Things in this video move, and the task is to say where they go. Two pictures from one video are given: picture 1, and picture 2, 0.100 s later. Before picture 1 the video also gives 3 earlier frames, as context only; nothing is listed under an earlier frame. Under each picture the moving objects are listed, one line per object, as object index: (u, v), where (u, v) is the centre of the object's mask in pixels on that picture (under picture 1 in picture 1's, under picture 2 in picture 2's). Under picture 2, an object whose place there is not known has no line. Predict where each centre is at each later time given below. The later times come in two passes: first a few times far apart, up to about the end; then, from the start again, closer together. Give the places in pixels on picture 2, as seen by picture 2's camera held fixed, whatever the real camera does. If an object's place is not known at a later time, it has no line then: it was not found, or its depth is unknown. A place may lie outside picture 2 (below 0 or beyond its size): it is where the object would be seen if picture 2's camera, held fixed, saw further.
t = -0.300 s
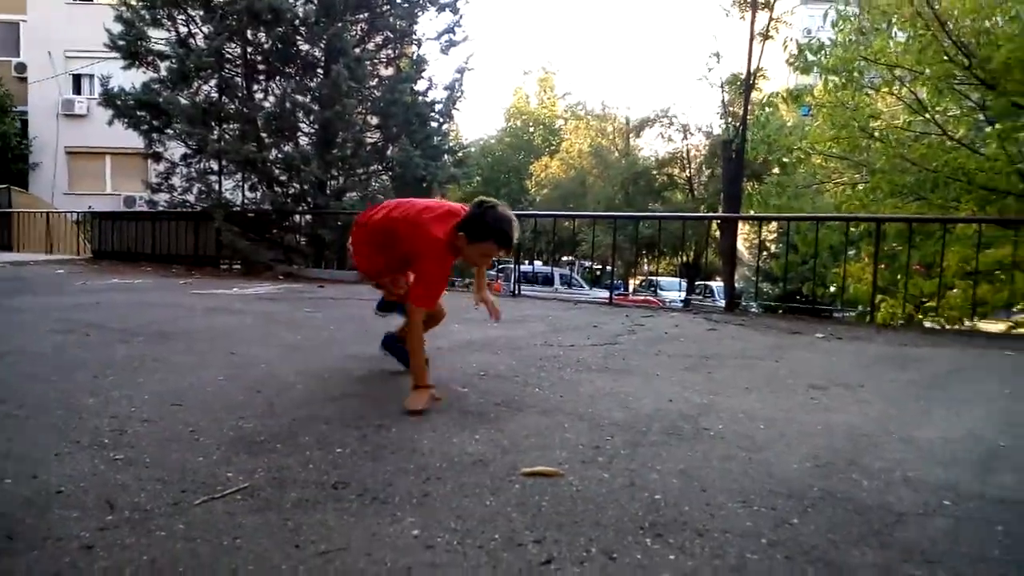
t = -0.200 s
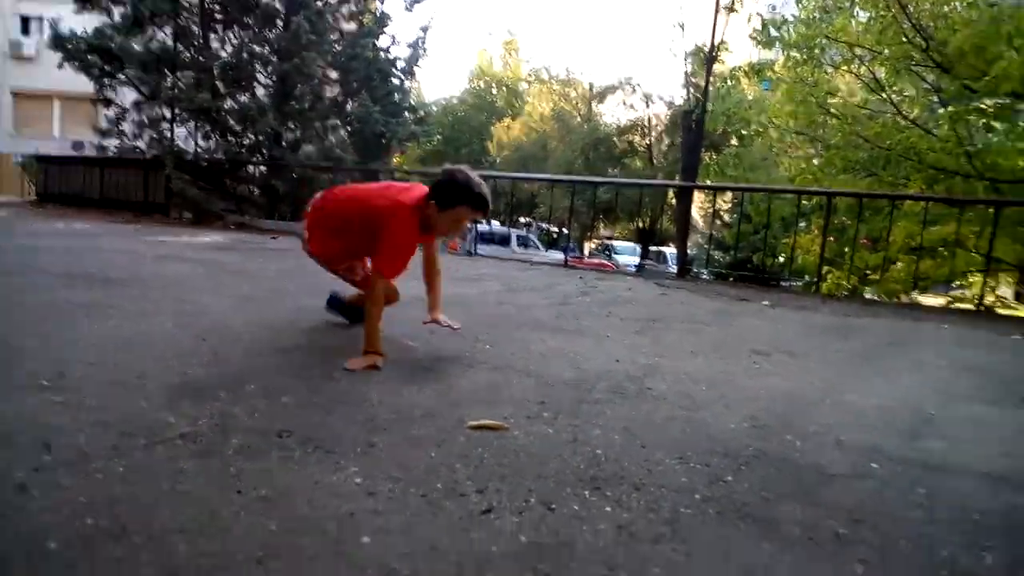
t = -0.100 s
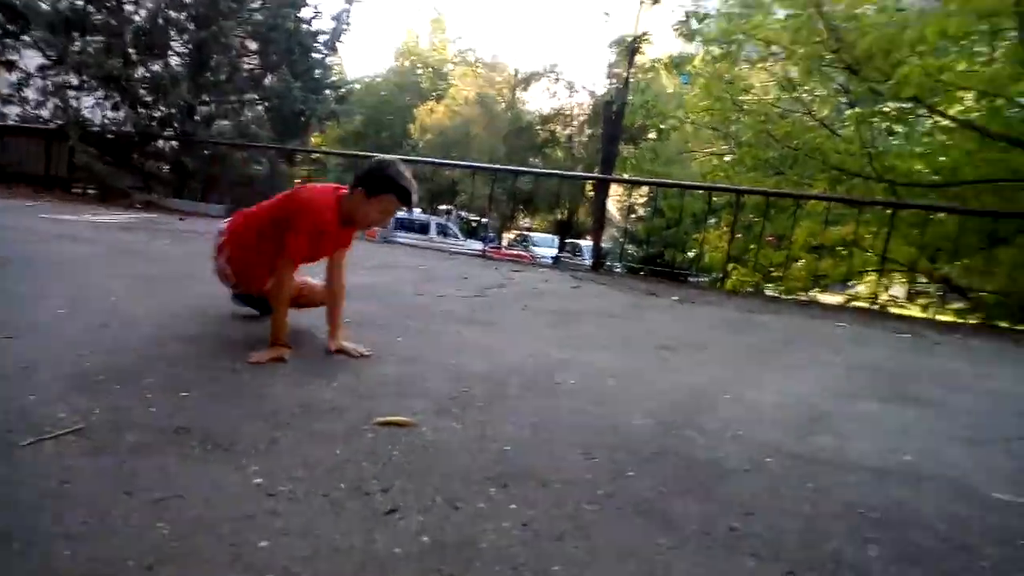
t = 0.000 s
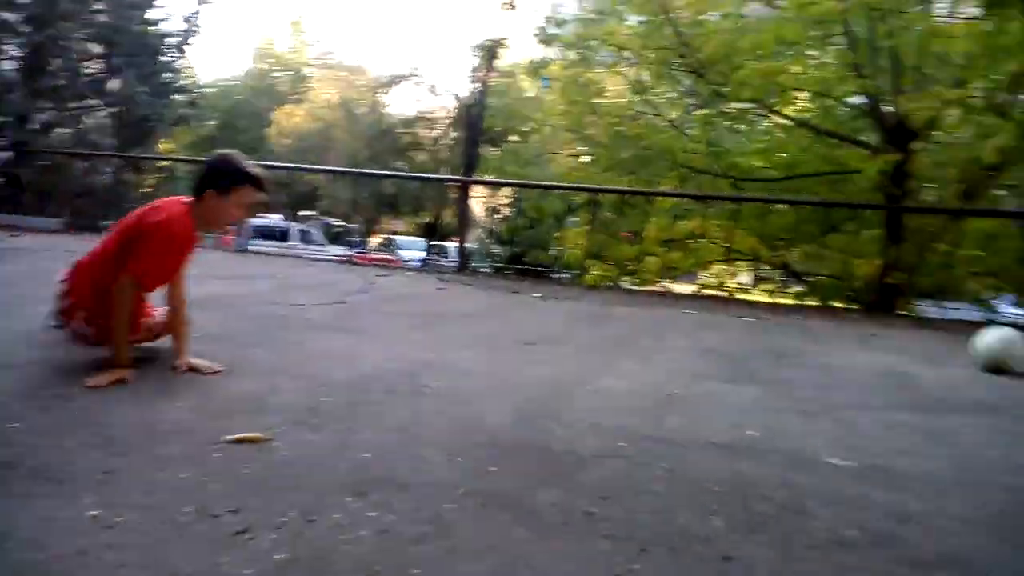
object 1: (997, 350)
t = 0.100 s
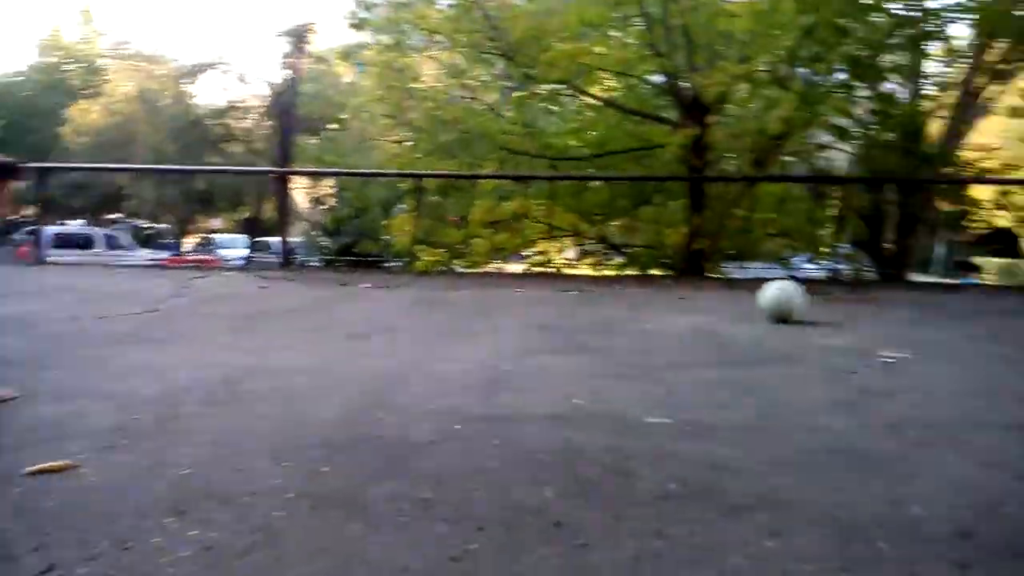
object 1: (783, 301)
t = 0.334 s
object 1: (745, 297)
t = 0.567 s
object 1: (719, 295)
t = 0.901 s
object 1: (684, 290)
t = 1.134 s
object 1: (663, 287)
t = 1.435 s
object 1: (640, 284)
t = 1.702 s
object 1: (623, 281)
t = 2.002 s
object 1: (607, 278)
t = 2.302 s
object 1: (595, 276)
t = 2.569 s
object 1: (590, 274)
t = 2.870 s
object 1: (598, 273)
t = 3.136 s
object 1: (608, 273)
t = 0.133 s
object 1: (775, 300)
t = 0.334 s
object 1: (745, 297)
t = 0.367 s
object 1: (742, 296)
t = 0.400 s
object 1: (738, 296)
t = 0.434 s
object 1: (735, 295)
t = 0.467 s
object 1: (731, 296)
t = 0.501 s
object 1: (726, 296)
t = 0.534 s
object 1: (723, 295)
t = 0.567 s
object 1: (719, 295)
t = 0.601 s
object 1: (715, 294)
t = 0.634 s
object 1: (712, 293)
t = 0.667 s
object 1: (707, 292)
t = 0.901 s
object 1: (684, 290)
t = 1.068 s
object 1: (668, 288)
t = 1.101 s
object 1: (666, 287)
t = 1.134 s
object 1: (663, 287)
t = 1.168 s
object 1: (660, 286)
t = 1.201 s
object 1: (658, 286)
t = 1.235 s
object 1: (655, 286)
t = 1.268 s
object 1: (652, 285)
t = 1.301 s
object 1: (650, 285)
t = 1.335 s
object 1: (648, 284)
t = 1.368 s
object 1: (645, 284)
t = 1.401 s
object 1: (643, 284)
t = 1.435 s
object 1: (640, 284)
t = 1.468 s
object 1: (638, 283)
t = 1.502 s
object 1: (637, 283)
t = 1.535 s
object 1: (634, 283)
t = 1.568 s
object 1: (632, 282)
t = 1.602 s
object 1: (630, 282)
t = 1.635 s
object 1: (627, 281)
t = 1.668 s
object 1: (624, 281)
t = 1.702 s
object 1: (623, 281)
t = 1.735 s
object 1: (621, 280)
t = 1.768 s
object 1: (619, 280)
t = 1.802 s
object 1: (617, 280)
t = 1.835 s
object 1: (615, 280)
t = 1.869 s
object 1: (614, 280)
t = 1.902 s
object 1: (612, 279)
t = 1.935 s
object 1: (610, 279)
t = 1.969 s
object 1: (608, 279)
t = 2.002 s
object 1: (607, 278)
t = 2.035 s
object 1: (605, 278)
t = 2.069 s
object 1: (603, 279)
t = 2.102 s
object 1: (602, 279)
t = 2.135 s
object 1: (600, 278)
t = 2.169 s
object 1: (600, 278)
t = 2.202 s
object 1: (598, 277)
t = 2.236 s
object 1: (597, 277)
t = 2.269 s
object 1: (596, 276)
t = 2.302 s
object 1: (595, 276)
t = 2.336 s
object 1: (594, 276)
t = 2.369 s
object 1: (593, 275)
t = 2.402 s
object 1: (592, 275)
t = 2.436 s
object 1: (592, 274)
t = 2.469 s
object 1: (591, 275)
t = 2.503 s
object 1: (590, 275)
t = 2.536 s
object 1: (590, 275)
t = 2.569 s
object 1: (590, 274)
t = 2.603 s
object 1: (590, 274)
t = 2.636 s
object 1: (590, 274)
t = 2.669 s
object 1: (591, 274)
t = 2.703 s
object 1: (592, 274)
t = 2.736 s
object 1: (592, 274)
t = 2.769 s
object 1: (594, 275)
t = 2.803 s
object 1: (595, 274)
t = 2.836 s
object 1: (597, 274)
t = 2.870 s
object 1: (598, 273)
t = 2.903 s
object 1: (600, 274)
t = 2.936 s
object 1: (601, 274)
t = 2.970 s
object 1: (602, 274)
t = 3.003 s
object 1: (604, 273)
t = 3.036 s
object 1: (605, 273)
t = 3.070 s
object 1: (606, 273)
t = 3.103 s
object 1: (607, 273)
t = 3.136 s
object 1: (608, 273)
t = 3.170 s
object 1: (609, 272)
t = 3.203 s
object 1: (610, 272)
